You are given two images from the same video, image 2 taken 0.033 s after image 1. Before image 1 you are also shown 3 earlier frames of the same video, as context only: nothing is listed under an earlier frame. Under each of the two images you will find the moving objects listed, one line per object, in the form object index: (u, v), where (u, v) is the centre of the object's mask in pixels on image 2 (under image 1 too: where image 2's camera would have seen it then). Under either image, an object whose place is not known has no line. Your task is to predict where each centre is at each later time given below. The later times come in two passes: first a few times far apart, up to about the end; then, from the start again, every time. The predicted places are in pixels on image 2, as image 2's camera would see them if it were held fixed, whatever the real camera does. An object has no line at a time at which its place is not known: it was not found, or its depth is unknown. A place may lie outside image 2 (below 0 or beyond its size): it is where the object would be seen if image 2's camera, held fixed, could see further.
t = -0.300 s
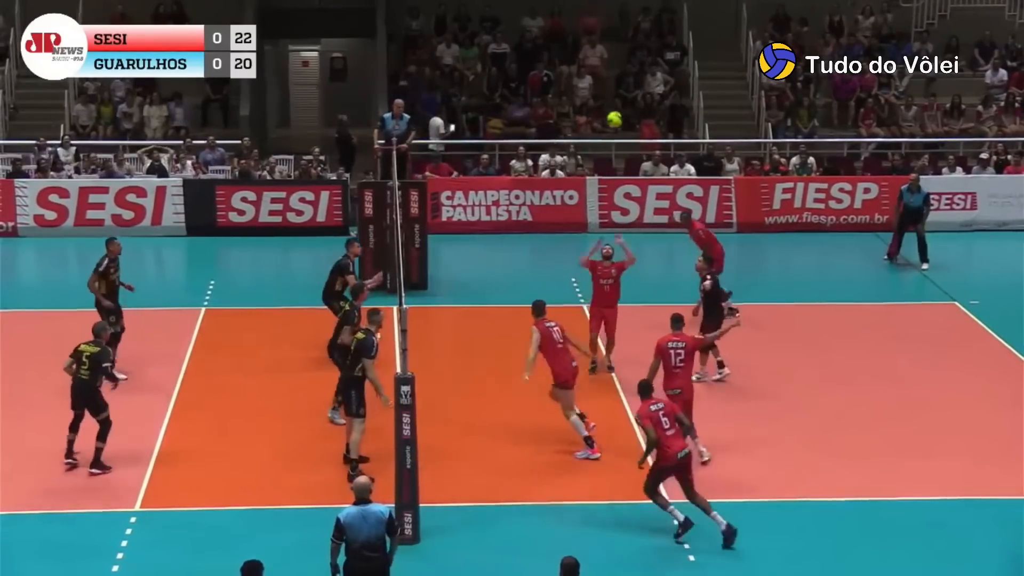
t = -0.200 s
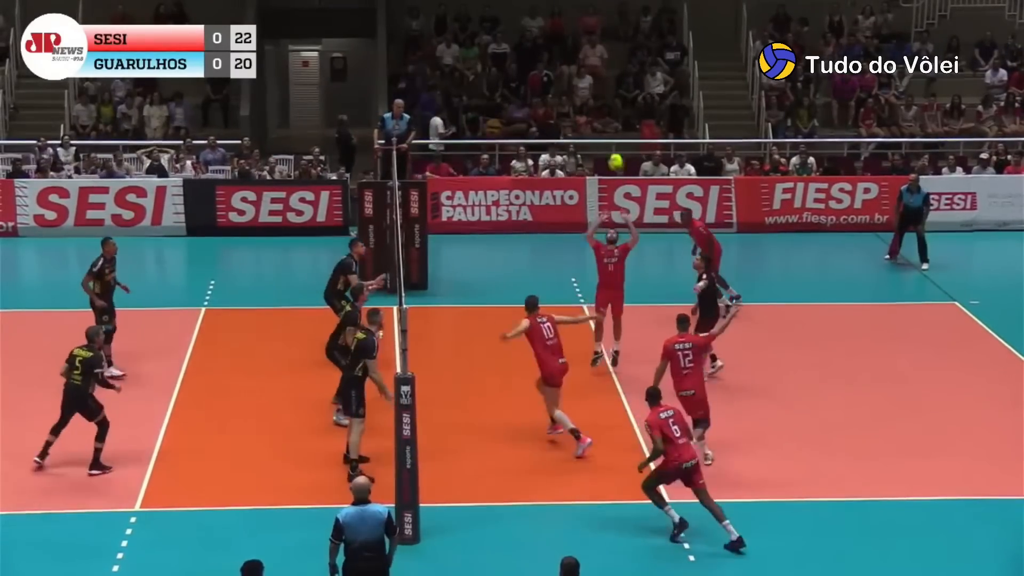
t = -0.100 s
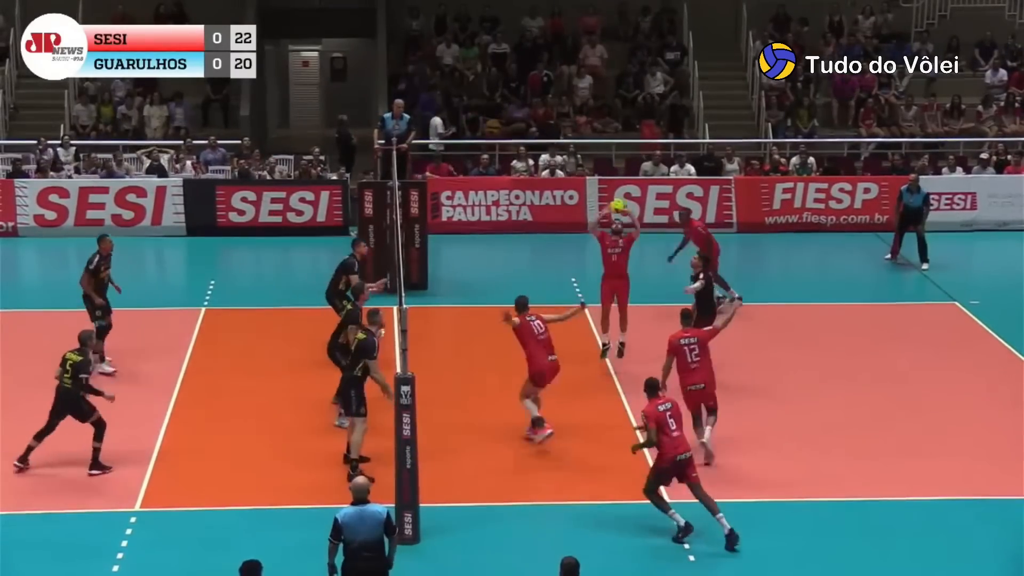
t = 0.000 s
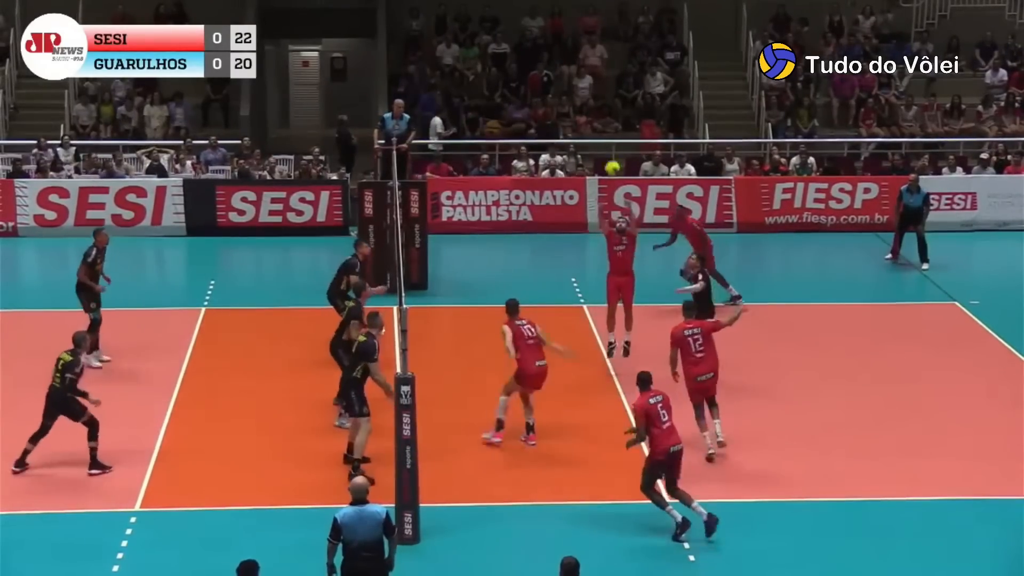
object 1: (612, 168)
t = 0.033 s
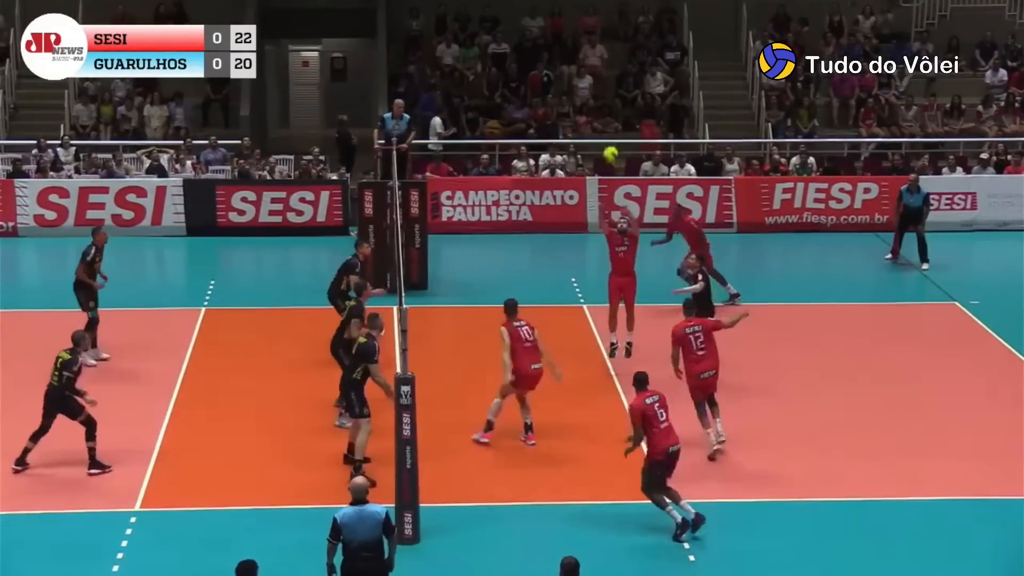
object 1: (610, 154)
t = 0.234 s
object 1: (599, 84)
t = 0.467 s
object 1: (585, 37)
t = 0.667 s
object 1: (571, 31)
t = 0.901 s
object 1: (554, 64)
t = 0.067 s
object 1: (608, 141)
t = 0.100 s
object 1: (607, 128)
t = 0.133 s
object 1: (605, 116)
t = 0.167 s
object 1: (603, 105)
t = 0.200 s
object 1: (602, 94)
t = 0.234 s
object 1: (599, 84)
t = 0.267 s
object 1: (598, 75)
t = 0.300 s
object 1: (596, 67)
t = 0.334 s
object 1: (594, 59)
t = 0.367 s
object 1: (592, 51)
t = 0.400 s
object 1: (589, 45)
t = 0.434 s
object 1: (587, 41)
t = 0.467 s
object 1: (585, 37)
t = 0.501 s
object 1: (582, 34)
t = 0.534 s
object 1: (580, 32)
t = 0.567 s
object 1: (578, 30)
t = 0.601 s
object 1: (575, 29)
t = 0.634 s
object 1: (573, 30)
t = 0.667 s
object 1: (571, 31)
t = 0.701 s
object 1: (569, 33)
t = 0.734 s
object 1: (566, 35)
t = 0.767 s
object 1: (563, 39)
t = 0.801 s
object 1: (561, 44)
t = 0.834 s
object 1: (559, 50)
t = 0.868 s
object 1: (557, 57)
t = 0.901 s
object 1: (554, 64)
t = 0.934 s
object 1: (552, 73)
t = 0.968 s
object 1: (550, 82)
